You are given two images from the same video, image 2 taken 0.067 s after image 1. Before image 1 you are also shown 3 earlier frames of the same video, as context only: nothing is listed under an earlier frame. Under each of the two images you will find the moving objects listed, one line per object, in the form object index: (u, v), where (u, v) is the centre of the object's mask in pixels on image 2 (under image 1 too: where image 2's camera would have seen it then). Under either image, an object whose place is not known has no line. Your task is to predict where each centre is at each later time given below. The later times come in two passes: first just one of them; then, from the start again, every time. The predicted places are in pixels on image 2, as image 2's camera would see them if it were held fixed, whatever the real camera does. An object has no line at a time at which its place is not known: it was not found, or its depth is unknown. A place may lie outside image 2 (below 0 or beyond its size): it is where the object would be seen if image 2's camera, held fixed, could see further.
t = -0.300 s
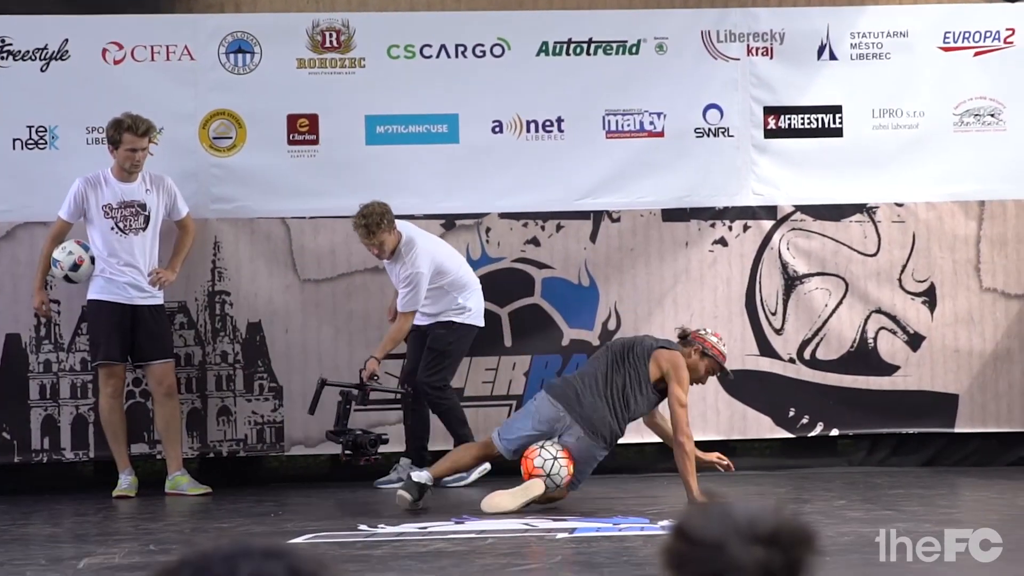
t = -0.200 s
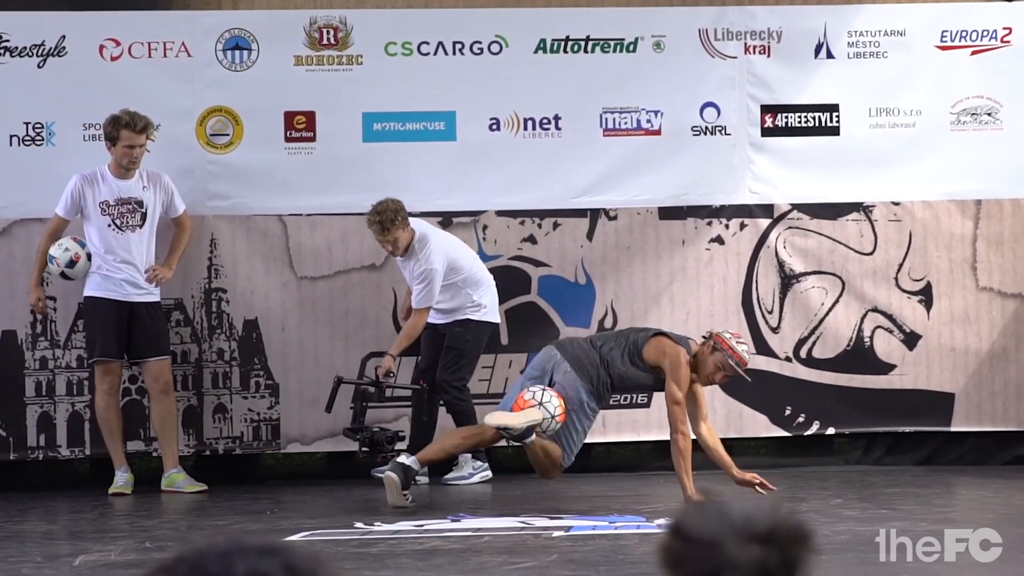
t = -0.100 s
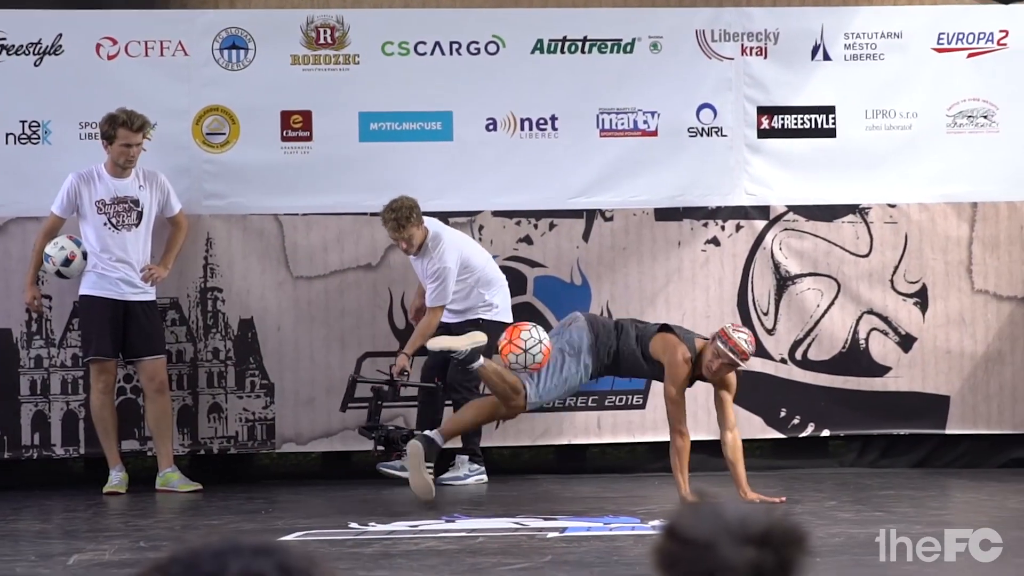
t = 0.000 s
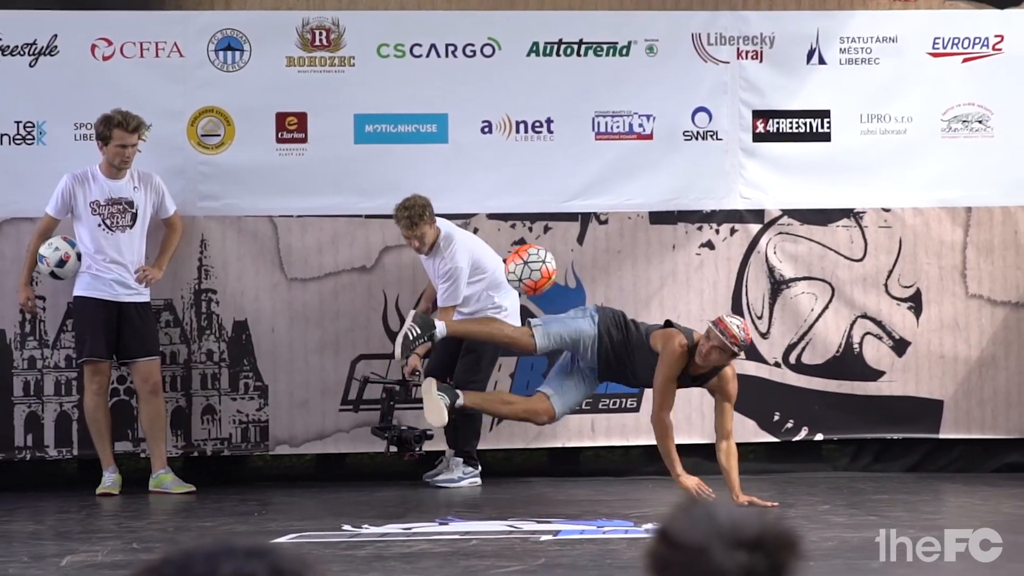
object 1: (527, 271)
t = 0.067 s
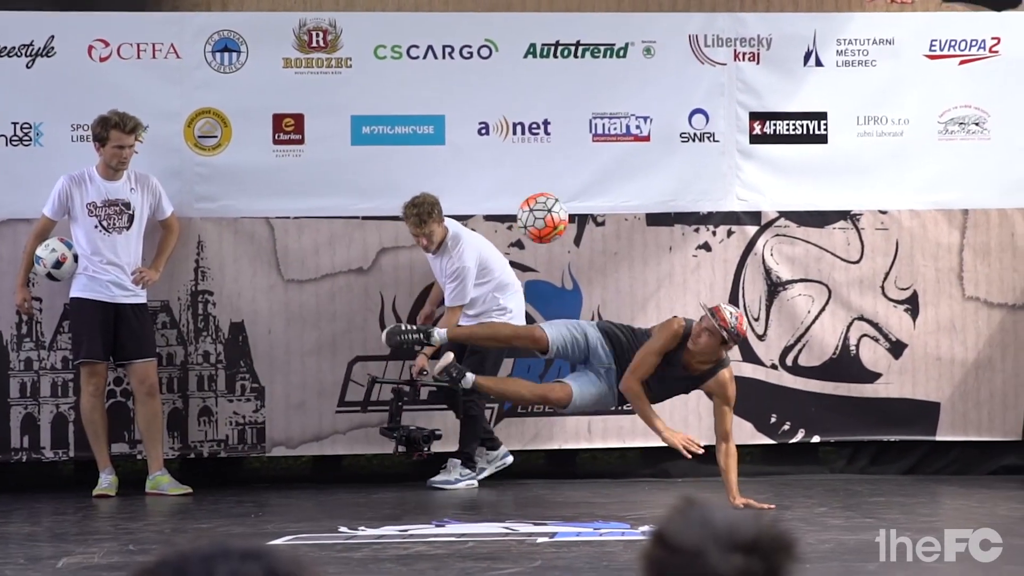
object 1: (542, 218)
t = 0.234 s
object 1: (581, 131)
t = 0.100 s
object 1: (550, 196)
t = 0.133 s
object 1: (558, 176)
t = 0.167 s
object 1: (565, 158)
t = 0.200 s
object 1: (573, 143)
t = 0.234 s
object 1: (581, 131)
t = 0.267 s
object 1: (588, 121)
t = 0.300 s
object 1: (596, 114)
